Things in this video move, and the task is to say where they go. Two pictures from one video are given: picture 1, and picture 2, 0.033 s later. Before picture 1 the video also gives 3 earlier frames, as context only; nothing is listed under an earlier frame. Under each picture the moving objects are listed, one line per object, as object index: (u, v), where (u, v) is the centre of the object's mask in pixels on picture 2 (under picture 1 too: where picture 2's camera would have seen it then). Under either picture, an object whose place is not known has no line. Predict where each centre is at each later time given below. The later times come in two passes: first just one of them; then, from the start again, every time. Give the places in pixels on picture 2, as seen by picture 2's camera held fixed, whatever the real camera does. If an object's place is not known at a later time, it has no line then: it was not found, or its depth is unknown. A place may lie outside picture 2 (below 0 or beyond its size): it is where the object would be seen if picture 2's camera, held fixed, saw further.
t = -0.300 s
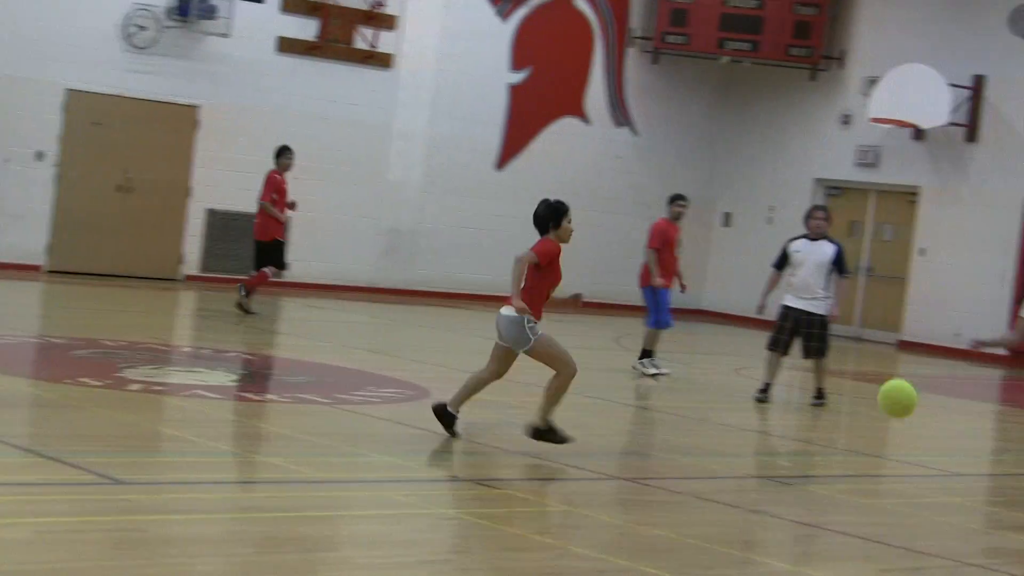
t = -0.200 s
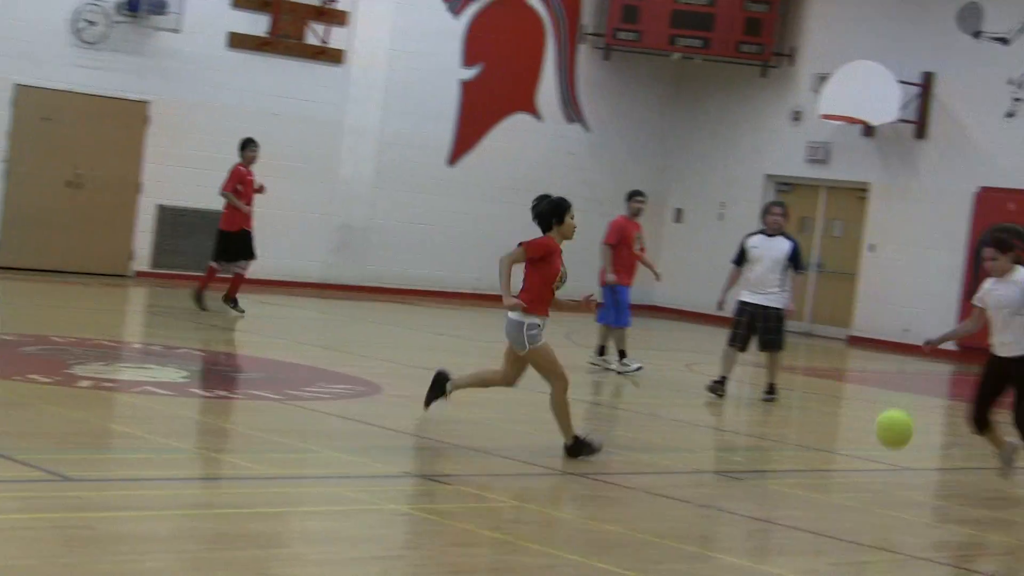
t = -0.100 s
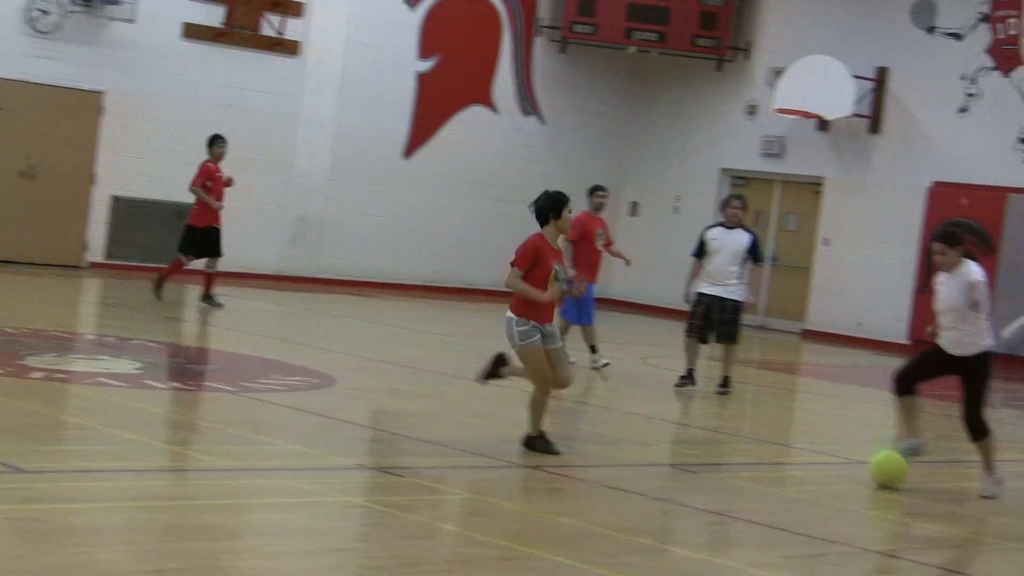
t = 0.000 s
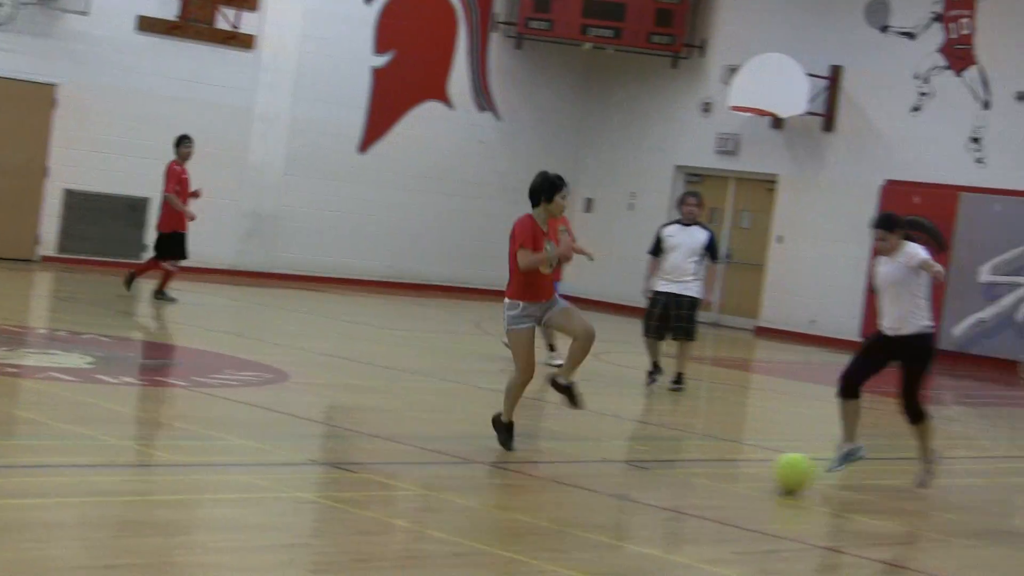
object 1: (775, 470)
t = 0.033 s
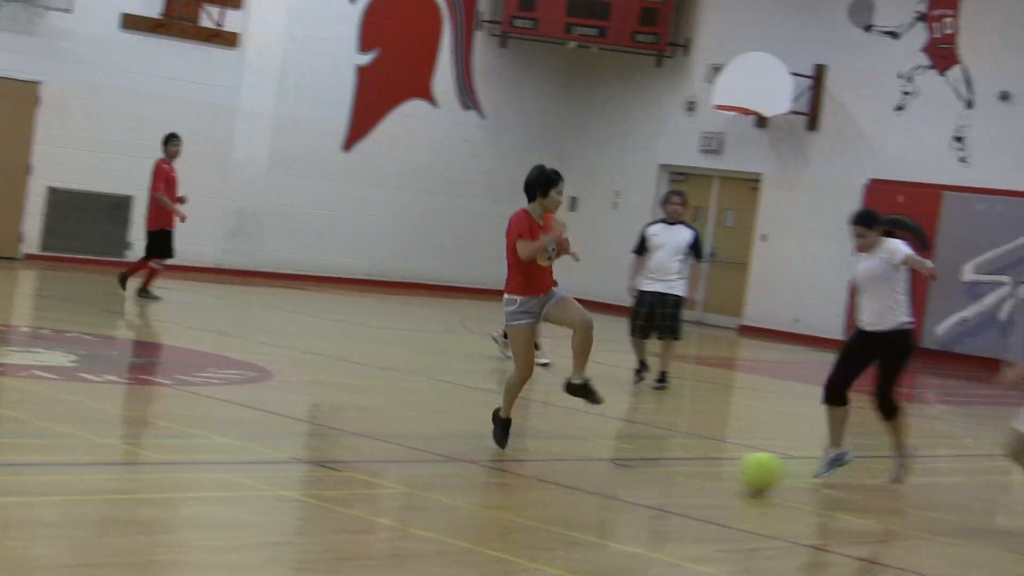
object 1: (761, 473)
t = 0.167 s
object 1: (699, 486)
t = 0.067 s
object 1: (745, 477)
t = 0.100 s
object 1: (729, 480)
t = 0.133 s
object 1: (713, 483)
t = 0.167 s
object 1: (699, 486)
